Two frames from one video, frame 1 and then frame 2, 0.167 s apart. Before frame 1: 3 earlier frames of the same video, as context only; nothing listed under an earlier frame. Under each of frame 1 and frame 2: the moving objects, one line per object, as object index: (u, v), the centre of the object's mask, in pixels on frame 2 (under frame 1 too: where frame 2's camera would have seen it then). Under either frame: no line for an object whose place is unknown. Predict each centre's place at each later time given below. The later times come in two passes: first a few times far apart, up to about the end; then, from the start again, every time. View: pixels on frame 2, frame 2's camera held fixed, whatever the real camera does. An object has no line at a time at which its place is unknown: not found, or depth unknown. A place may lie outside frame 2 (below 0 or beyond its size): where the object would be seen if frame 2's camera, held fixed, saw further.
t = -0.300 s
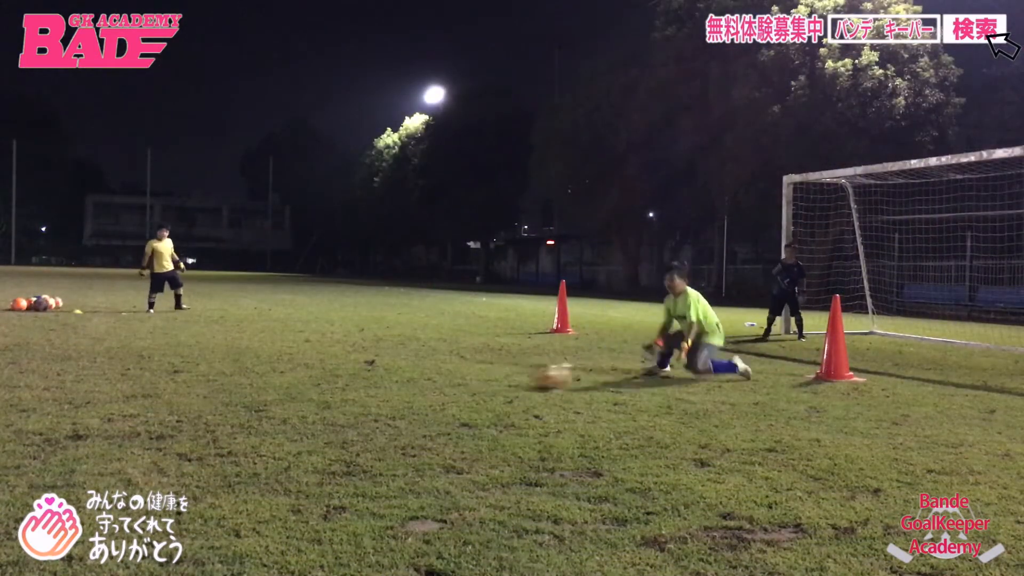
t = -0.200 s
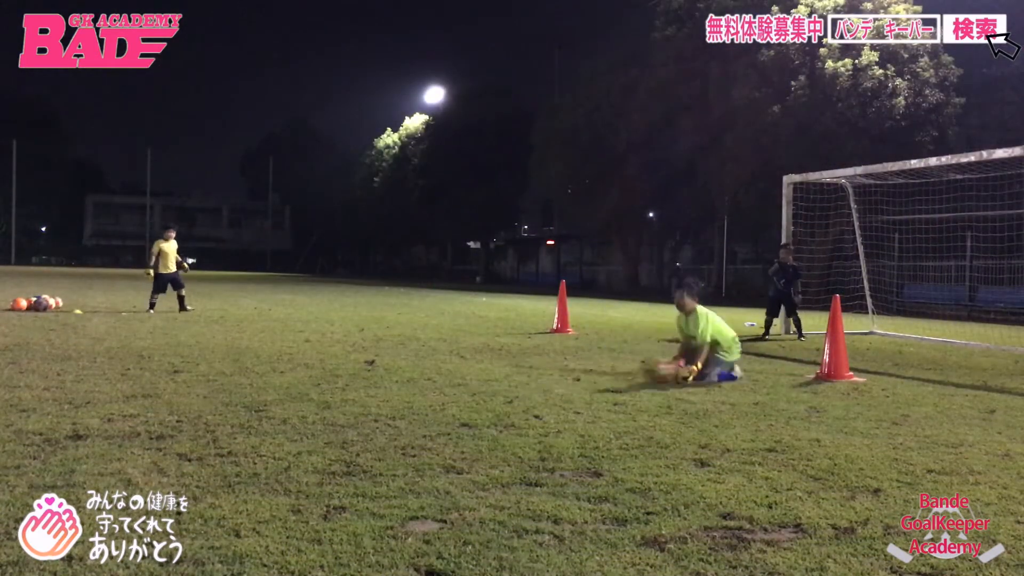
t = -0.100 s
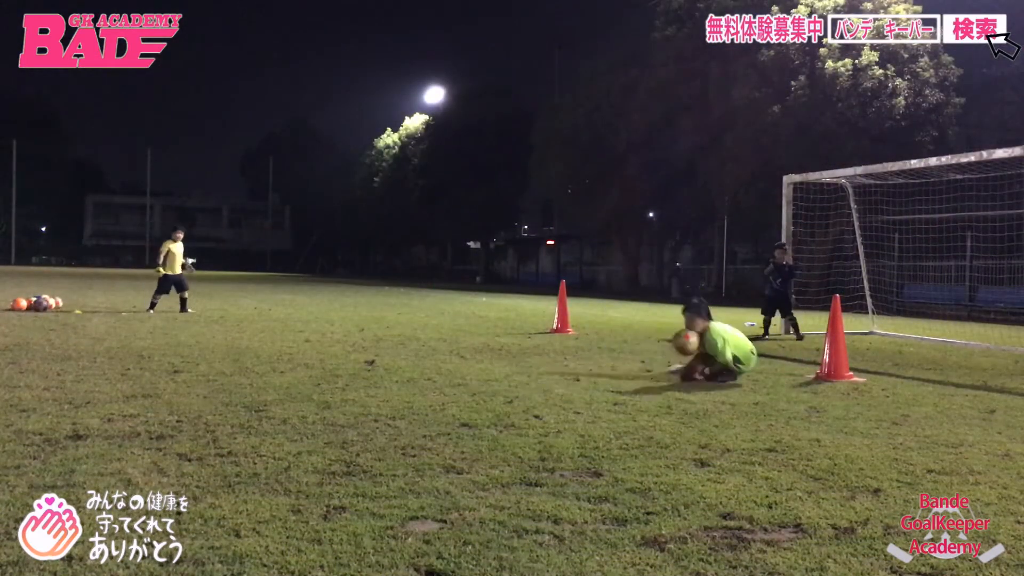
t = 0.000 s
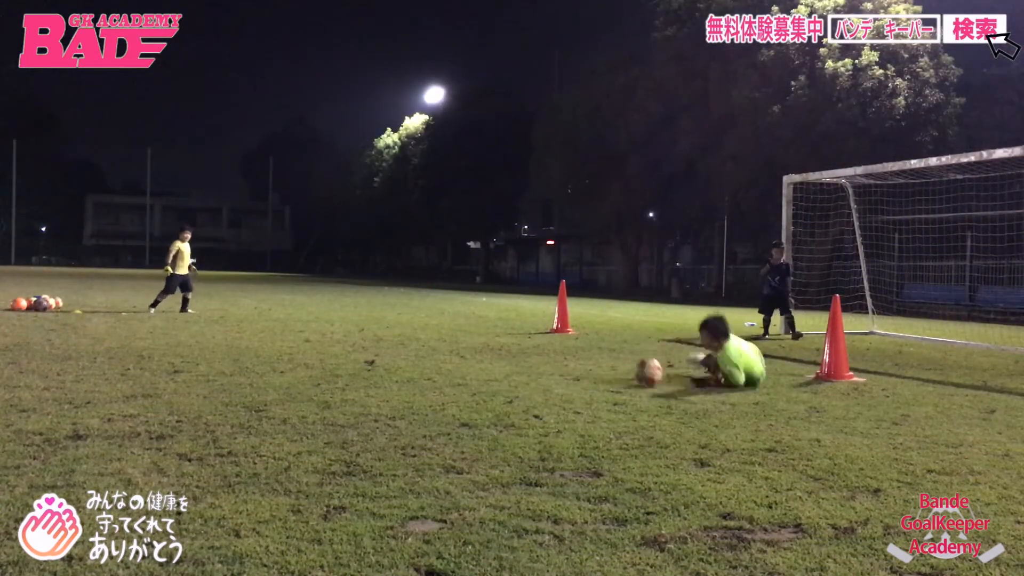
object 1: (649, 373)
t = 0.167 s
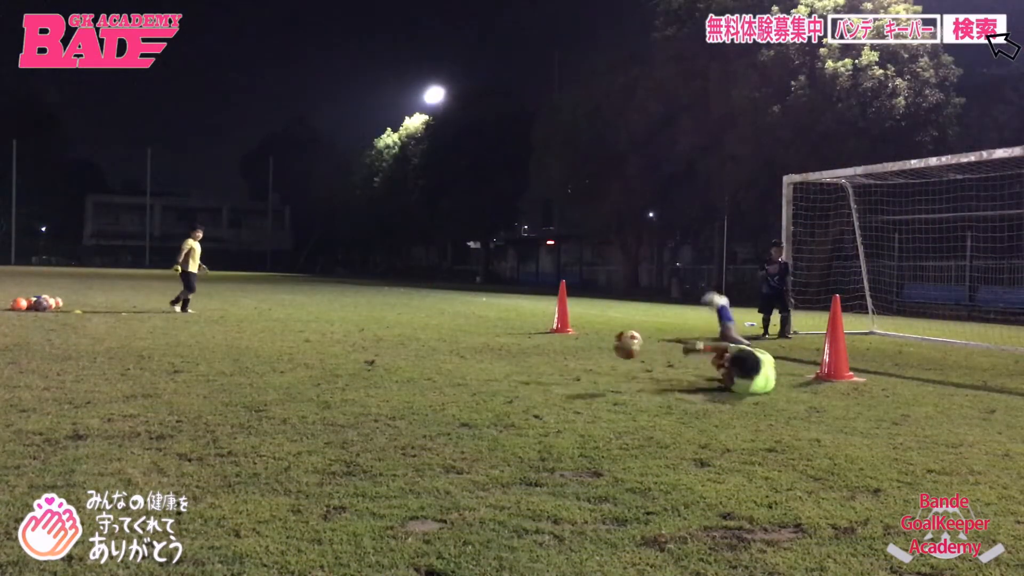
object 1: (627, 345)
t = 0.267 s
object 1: (614, 346)
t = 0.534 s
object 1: (583, 377)
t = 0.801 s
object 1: (569, 389)
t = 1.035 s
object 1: (559, 398)
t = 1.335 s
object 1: (552, 408)
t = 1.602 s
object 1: (548, 415)
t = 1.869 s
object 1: (547, 420)
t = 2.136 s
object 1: (544, 424)
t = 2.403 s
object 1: (539, 426)
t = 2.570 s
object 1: (536, 426)
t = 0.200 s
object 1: (623, 344)
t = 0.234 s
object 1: (619, 344)
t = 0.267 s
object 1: (614, 346)
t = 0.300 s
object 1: (609, 349)
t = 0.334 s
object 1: (604, 353)
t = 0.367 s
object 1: (599, 361)
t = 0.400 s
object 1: (595, 369)
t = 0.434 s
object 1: (589, 379)
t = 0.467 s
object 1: (585, 384)
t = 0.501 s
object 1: (584, 380)
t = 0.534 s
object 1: (583, 377)
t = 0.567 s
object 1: (582, 377)
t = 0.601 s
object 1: (580, 378)
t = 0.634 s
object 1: (578, 380)
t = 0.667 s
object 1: (576, 385)
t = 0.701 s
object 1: (575, 390)
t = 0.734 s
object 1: (573, 389)
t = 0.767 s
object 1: (571, 389)
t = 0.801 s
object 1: (569, 389)
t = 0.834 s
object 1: (567, 392)
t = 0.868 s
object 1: (565, 395)
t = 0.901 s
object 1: (564, 395)
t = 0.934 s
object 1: (563, 395)
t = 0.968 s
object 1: (561, 396)
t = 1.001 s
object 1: (560, 397)
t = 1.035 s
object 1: (559, 398)
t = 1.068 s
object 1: (558, 399)
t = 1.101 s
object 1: (557, 400)
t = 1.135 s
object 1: (556, 402)
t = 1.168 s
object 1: (555, 403)
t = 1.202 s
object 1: (554, 404)
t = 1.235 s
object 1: (553, 406)
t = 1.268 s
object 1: (552, 407)
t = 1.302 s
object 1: (552, 407)
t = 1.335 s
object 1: (552, 408)
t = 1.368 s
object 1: (552, 409)
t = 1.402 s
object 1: (551, 409)
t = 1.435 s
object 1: (551, 410)
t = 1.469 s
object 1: (550, 411)
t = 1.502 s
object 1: (550, 413)
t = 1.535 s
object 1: (549, 412)
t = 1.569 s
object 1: (549, 414)
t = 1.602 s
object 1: (548, 415)
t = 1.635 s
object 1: (548, 416)
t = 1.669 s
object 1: (548, 417)
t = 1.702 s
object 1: (548, 417)
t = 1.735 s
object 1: (548, 417)
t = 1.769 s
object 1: (548, 419)
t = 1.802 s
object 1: (547, 420)
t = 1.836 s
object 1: (547, 420)
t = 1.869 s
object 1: (547, 420)
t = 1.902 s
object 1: (547, 420)
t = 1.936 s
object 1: (547, 421)
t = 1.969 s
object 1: (546, 421)
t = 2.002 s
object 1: (546, 422)
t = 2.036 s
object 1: (545, 422)
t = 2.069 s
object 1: (545, 423)
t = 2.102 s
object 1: (544, 423)
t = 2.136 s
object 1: (544, 424)
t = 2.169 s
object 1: (543, 424)
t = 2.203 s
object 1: (543, 424)
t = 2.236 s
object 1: (542, 425)
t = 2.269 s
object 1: (541, 425)
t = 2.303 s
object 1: (541, 425)
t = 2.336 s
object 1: (540, 425)
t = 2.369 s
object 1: (539, 425)
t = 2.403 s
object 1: (539, 426)
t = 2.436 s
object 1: (538, 426)
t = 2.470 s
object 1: (538, 426)
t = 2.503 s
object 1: (537, 426)
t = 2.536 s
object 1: (537, 426)
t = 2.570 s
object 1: (536, 426)
